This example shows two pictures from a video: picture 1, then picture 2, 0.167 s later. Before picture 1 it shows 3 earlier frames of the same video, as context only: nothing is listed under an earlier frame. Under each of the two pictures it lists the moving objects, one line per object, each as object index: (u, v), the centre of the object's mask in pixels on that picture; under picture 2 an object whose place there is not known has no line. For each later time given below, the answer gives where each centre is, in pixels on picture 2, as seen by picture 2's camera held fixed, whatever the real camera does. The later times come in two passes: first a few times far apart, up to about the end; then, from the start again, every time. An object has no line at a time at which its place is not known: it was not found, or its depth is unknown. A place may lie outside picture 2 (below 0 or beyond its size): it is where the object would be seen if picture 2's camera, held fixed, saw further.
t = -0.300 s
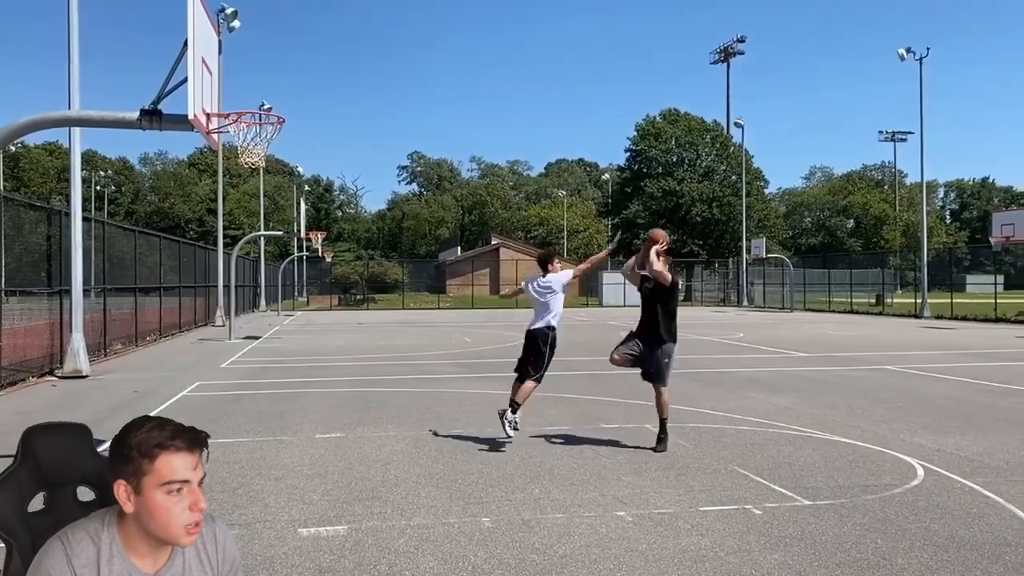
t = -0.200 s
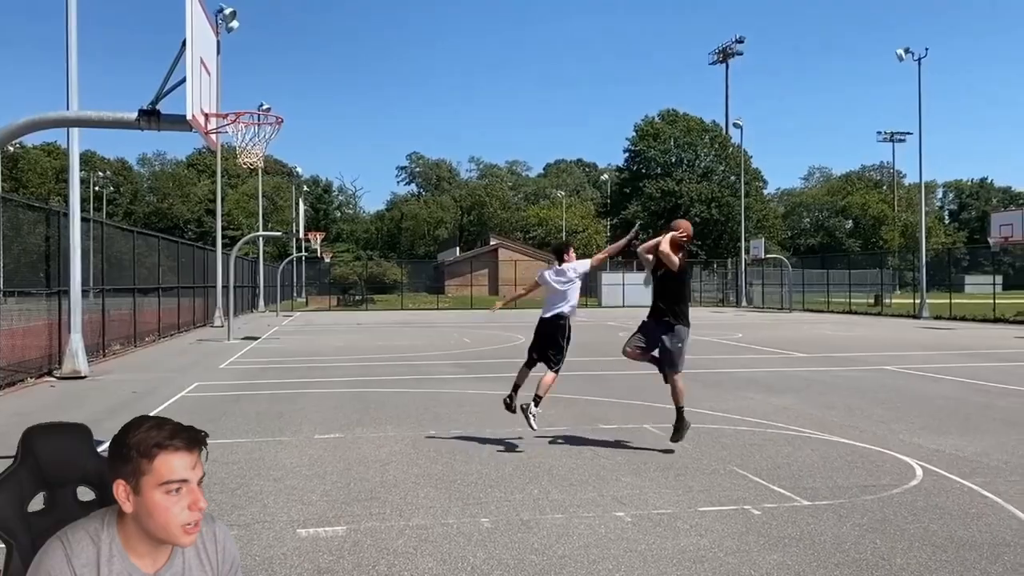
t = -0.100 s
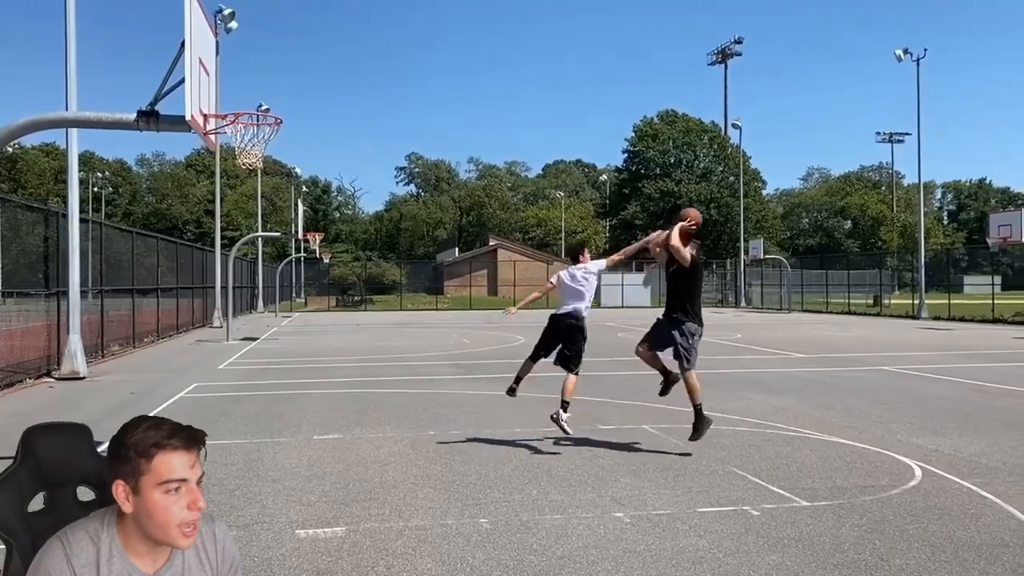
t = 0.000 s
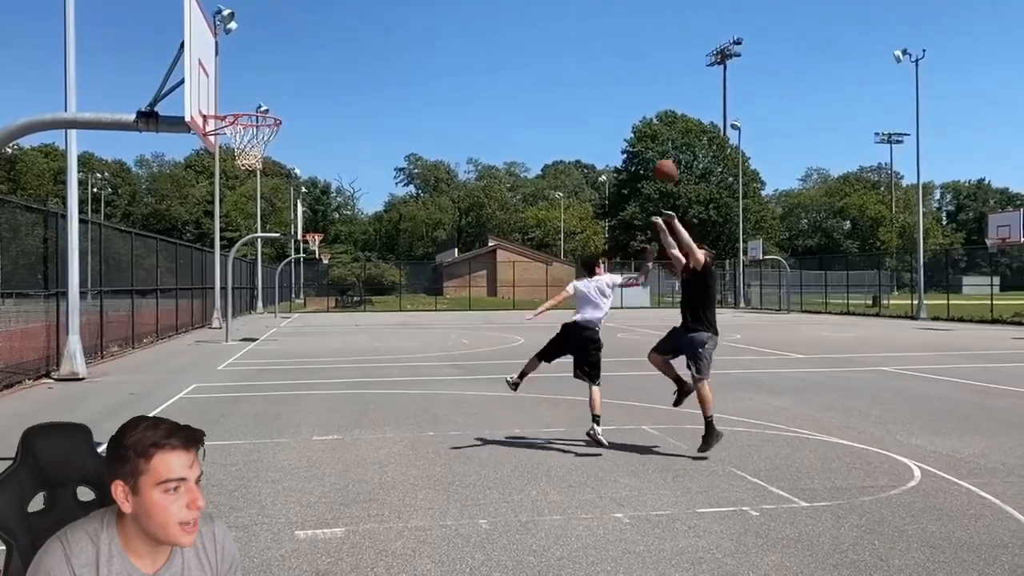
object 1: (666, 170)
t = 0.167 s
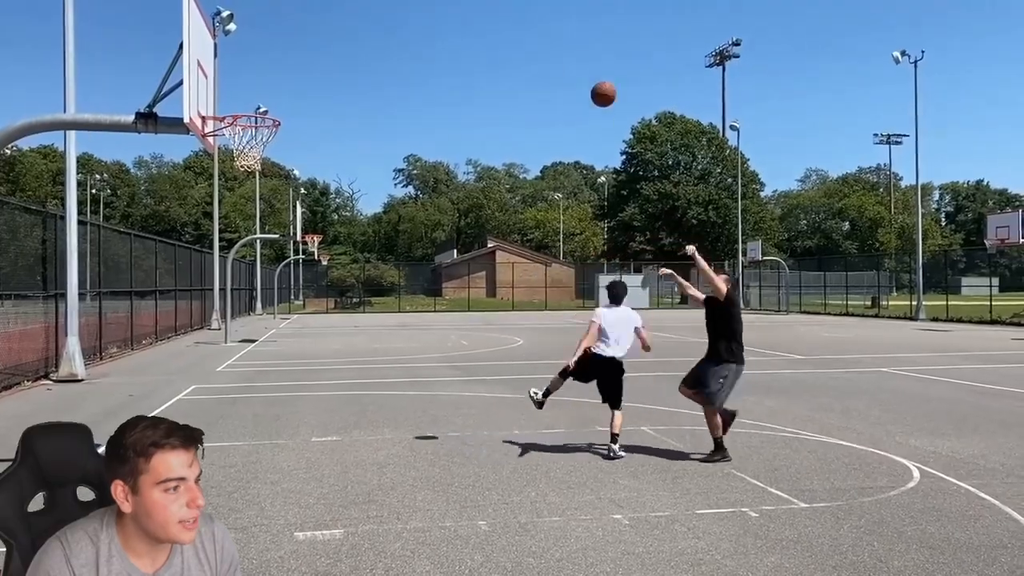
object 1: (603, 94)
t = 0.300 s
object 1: (554, 50)
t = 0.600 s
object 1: (439, 17)
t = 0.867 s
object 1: (331, 70)
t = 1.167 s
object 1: (345, 62)
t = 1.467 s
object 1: (435, 57)
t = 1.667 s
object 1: (493, 111)
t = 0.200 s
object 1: (591, 81)
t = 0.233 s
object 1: (579, 70)
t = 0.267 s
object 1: (566, 60)
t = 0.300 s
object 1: (554, 50)
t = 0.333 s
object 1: (542, 42)
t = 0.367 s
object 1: (529, 35)
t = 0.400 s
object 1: (517, 29)
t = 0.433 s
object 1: (504, 24)
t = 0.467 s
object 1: (491, 20)
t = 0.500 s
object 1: (478, 18)
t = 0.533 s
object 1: (465, 17)
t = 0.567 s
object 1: (452, 16)
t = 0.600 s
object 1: (439, 17)
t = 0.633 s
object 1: (426, 19)
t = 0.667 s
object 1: (412, 23)
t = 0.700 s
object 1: (399, 27)
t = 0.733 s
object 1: (386, 33)
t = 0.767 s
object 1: (372, 40)
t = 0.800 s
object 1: (358, 49)
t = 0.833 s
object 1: (345, 58)
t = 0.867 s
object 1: (331, 70)
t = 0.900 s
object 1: (317, 82)
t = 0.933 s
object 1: (303, 95)
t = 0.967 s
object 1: (289, 110)
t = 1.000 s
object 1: (293, 108)
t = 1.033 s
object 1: (303, 96)
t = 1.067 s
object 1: (314, 85)
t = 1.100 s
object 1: (324, 76)
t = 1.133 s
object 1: (335, 68)
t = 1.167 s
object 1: (345, 62)
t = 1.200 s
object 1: (355, 56)
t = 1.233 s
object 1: (365, 52)
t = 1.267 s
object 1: (375, 49)
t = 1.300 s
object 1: (385, 47)
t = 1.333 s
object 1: (395, 47)
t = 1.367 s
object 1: (405, 48)
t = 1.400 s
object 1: (415, 50)
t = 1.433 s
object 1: (425, 53)
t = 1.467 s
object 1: (435, 57)
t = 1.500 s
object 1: (445, 63)
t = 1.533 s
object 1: (455, 70)
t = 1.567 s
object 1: (464, 79)
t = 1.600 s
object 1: (474, 88)
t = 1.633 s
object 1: (484, 99)
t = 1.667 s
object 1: (493, 111)
